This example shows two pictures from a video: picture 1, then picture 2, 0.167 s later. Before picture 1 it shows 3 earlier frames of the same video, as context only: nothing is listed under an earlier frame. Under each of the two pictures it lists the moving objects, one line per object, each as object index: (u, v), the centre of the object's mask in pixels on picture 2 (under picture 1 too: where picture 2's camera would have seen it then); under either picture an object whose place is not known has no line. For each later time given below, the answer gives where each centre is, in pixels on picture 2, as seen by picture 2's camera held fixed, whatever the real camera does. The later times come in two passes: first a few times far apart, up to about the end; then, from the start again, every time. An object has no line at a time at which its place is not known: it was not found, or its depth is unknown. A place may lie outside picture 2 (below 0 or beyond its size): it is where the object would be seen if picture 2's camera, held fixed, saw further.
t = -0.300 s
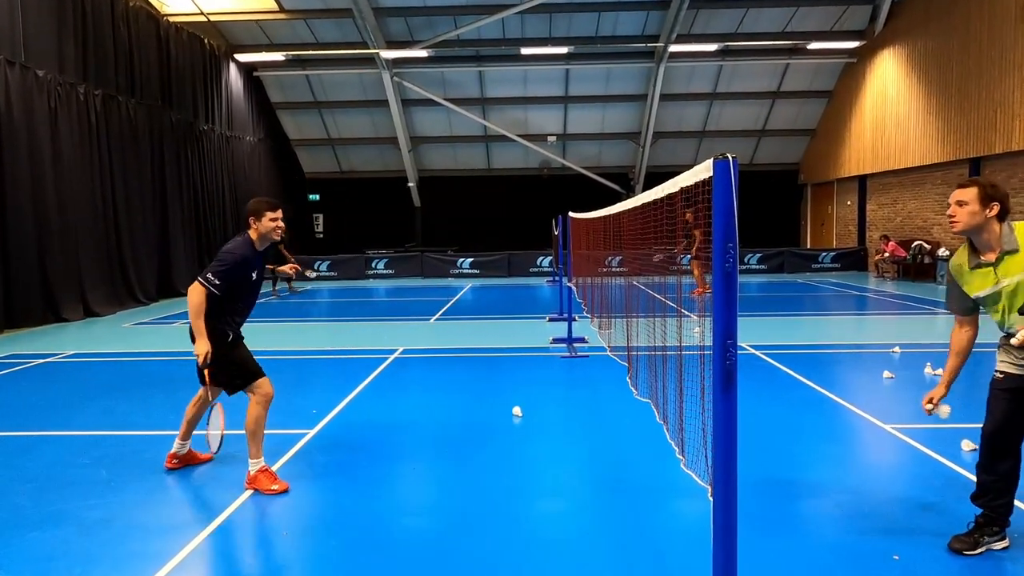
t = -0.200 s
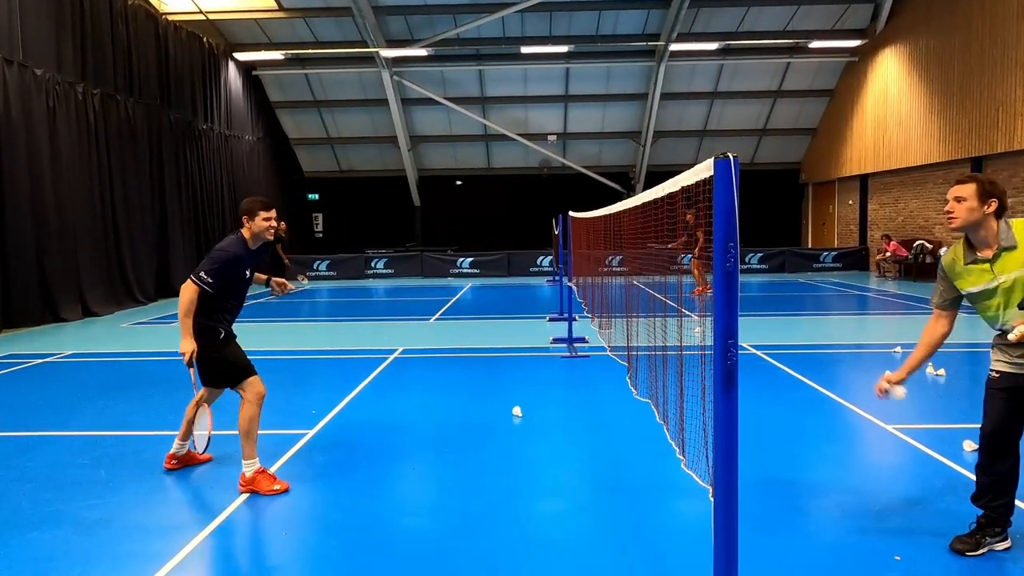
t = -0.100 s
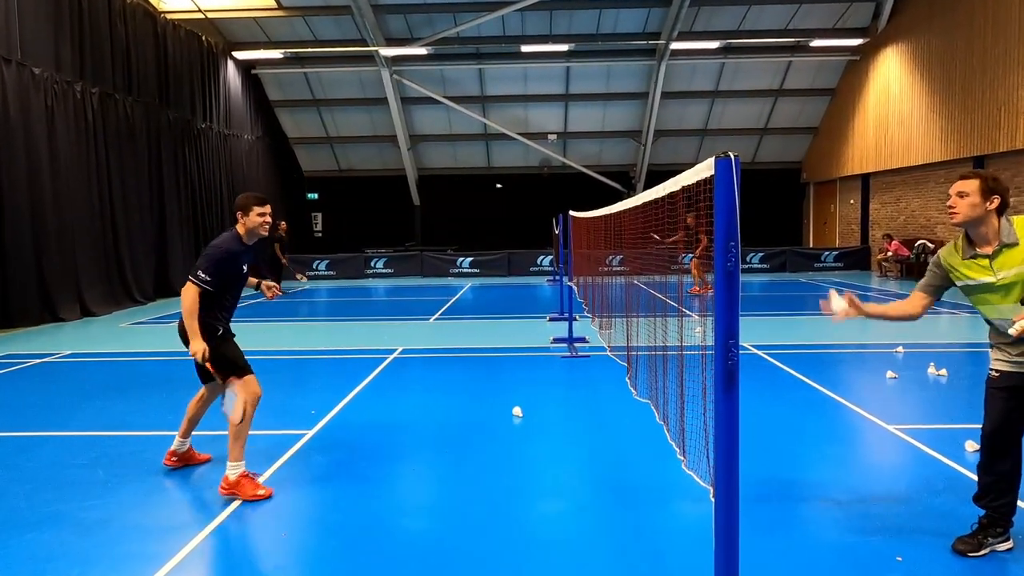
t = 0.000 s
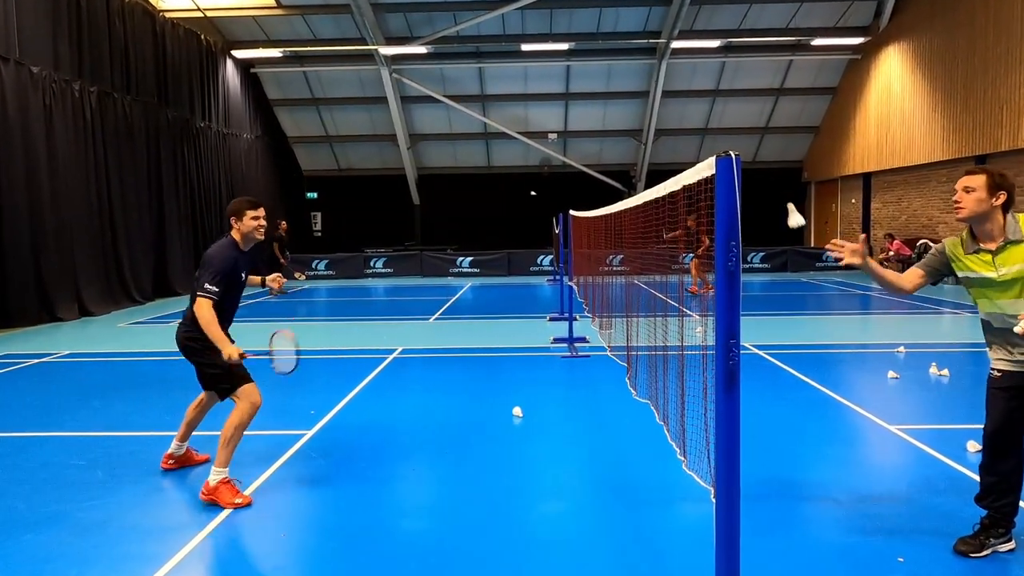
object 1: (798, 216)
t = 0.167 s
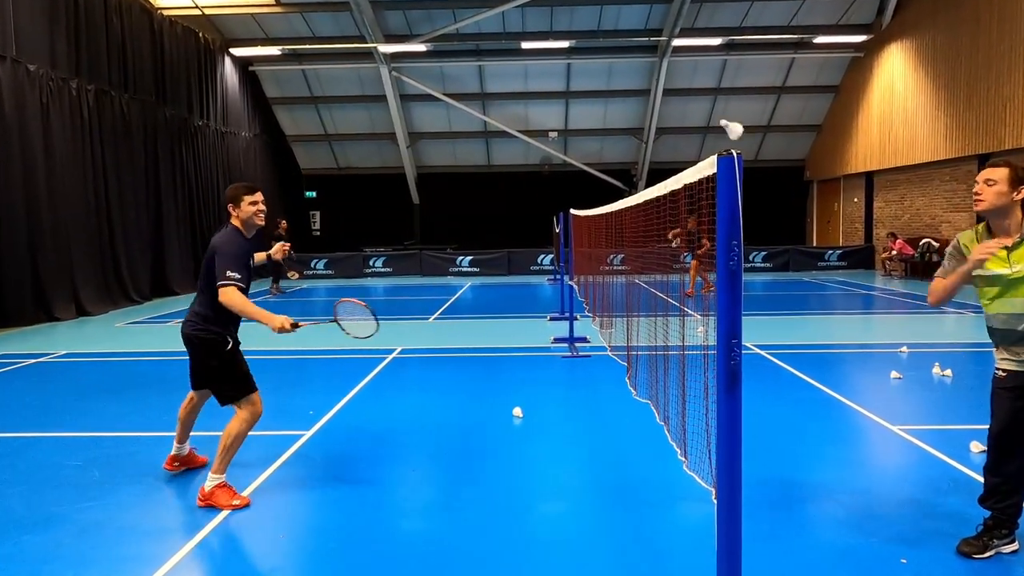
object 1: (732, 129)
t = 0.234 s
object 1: (706, 114)
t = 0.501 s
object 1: (605, 158)
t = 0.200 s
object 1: (719, 120)
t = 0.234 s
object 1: (706, 114)
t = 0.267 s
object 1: (694, 110)
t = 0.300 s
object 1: (682, 108)
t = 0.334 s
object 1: (669, 110)
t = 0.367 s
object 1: (656, 115)
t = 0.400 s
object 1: (643, 121)
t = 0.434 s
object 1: (631, 131)
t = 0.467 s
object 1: (618, 144)
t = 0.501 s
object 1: (605, 158)
